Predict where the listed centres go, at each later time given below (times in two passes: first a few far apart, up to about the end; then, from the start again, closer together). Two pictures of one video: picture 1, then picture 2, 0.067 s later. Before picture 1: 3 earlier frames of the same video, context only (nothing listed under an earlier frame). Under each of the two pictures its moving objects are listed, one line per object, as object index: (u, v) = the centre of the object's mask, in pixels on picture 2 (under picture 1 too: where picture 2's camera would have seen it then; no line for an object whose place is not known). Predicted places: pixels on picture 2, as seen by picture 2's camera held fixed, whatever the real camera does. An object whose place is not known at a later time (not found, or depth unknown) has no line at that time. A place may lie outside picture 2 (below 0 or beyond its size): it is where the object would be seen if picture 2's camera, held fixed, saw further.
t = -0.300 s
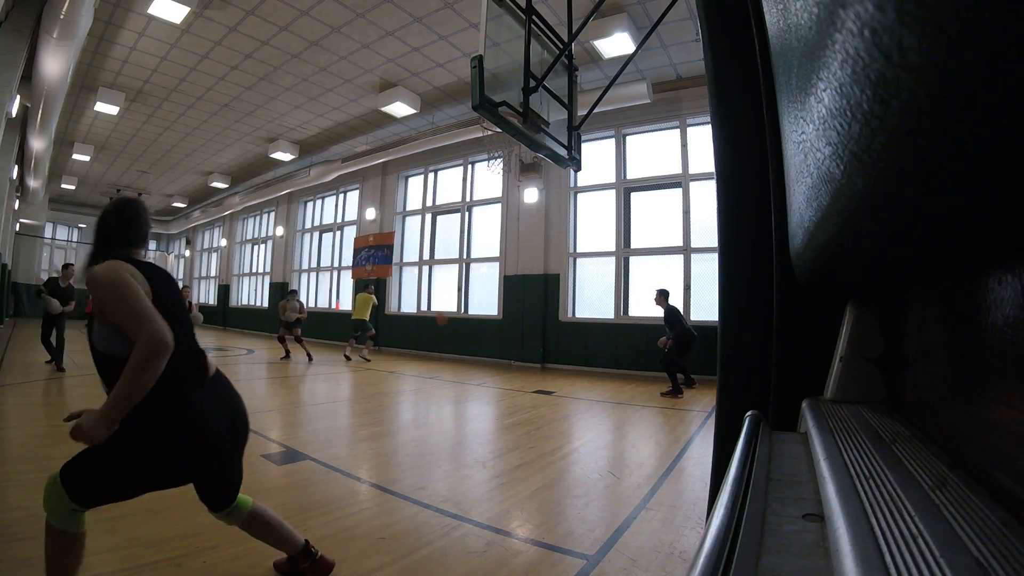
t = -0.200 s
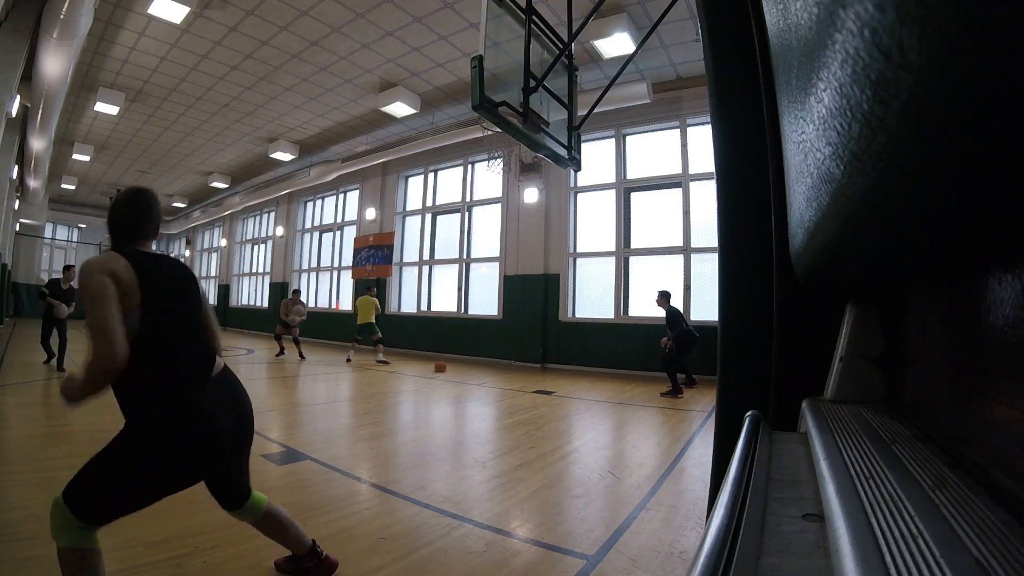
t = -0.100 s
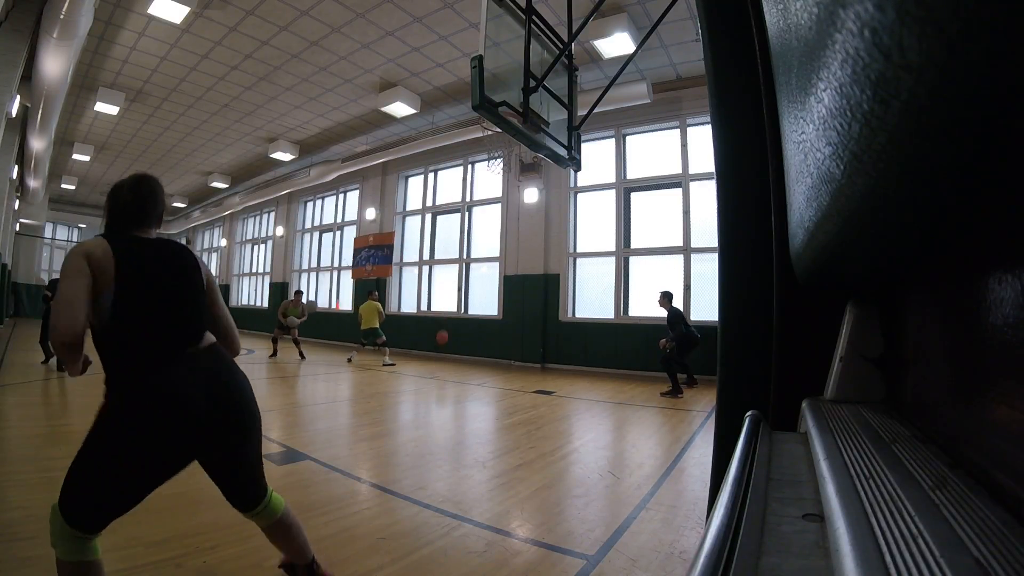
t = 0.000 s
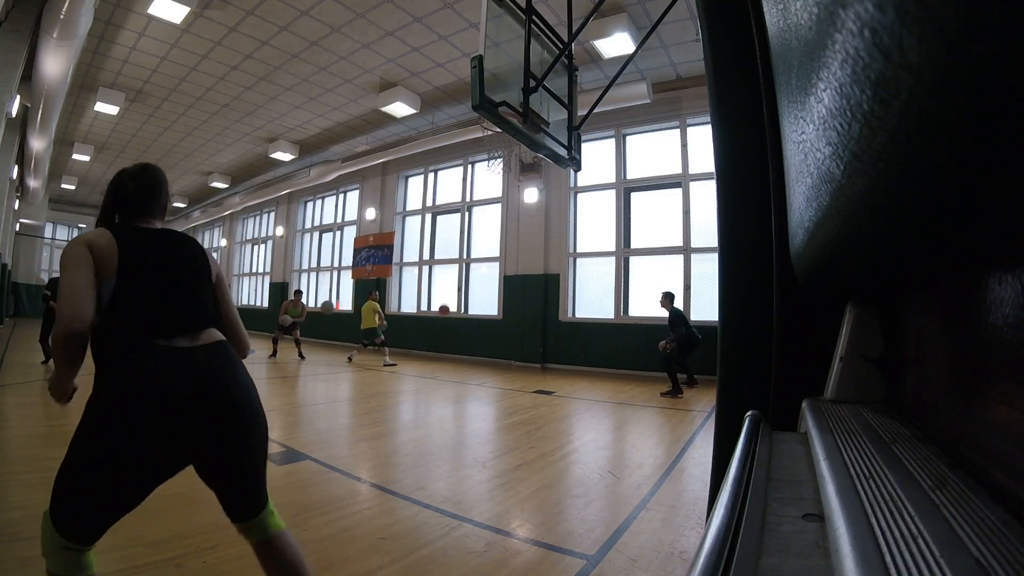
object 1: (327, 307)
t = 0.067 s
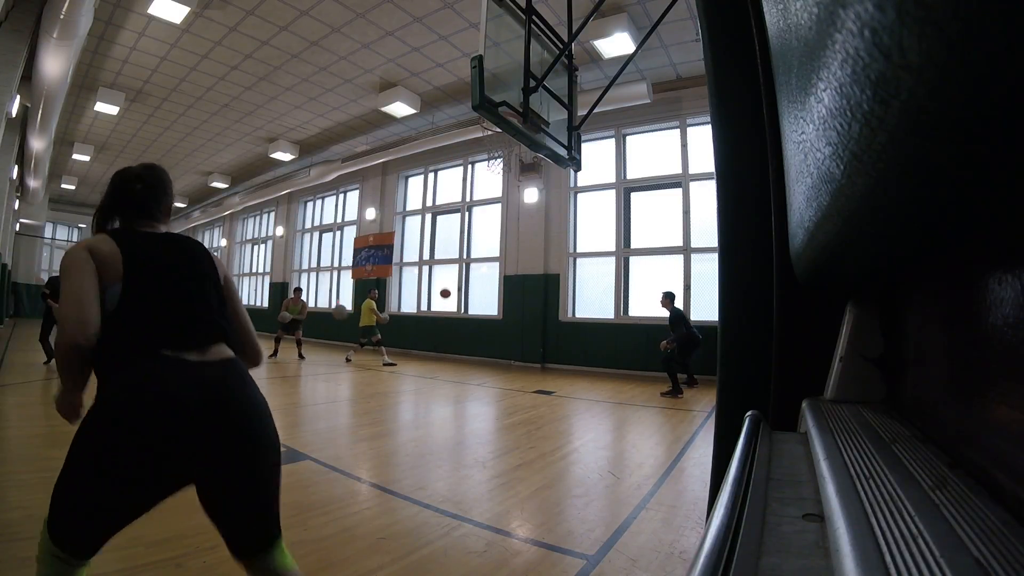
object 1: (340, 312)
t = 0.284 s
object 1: (399, 359)
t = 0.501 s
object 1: (486, 403)
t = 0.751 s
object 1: (607, 376)
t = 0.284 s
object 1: (399, 359)
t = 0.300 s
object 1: (405, 364)
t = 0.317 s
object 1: (412, 372)
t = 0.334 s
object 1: (419, 379)
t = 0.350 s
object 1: (425, 387)
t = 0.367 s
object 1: (433, 395)
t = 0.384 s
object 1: (441, 404)
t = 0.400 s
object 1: (450, 415)
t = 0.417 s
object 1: (457, 423)
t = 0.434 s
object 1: (462, 419)
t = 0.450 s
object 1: (467, 415)
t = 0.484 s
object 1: (480, 407)
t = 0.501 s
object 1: (486, 403)
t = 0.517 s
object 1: (493, 399)
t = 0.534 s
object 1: (500, 396)
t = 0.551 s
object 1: (507, 393)
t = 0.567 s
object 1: (514, 390)
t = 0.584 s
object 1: (521, 388)
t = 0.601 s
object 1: (529, 386)
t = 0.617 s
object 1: (536, 383)
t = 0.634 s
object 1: (544, 381)
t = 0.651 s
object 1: (552, 379)
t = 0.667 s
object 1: (560, 378)
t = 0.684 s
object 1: (570, 376)
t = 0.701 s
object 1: (579, 376)
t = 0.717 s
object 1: (589, 376)
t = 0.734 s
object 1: (597, 376)
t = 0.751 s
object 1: (607, 376)
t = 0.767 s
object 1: (617, 377)
